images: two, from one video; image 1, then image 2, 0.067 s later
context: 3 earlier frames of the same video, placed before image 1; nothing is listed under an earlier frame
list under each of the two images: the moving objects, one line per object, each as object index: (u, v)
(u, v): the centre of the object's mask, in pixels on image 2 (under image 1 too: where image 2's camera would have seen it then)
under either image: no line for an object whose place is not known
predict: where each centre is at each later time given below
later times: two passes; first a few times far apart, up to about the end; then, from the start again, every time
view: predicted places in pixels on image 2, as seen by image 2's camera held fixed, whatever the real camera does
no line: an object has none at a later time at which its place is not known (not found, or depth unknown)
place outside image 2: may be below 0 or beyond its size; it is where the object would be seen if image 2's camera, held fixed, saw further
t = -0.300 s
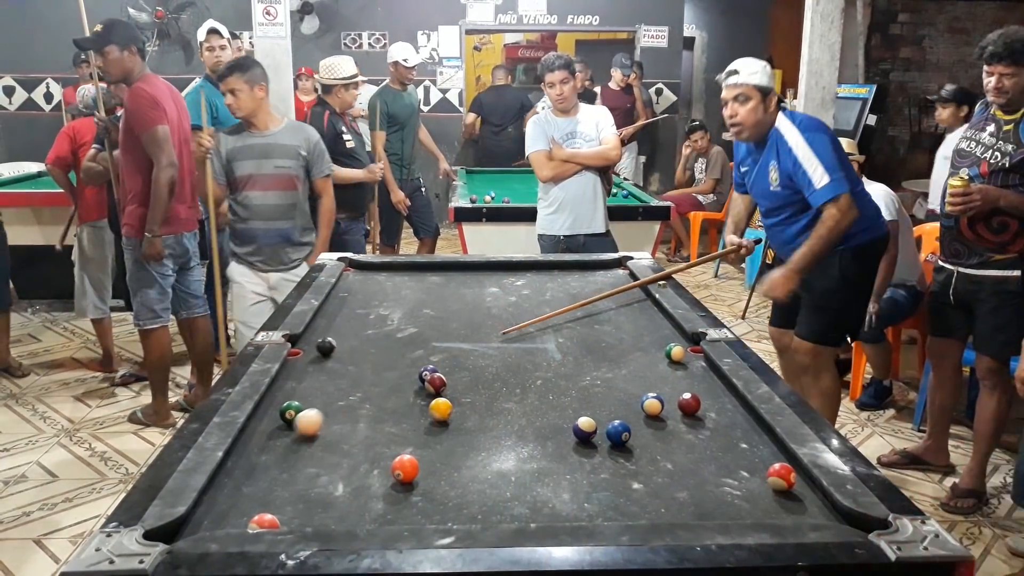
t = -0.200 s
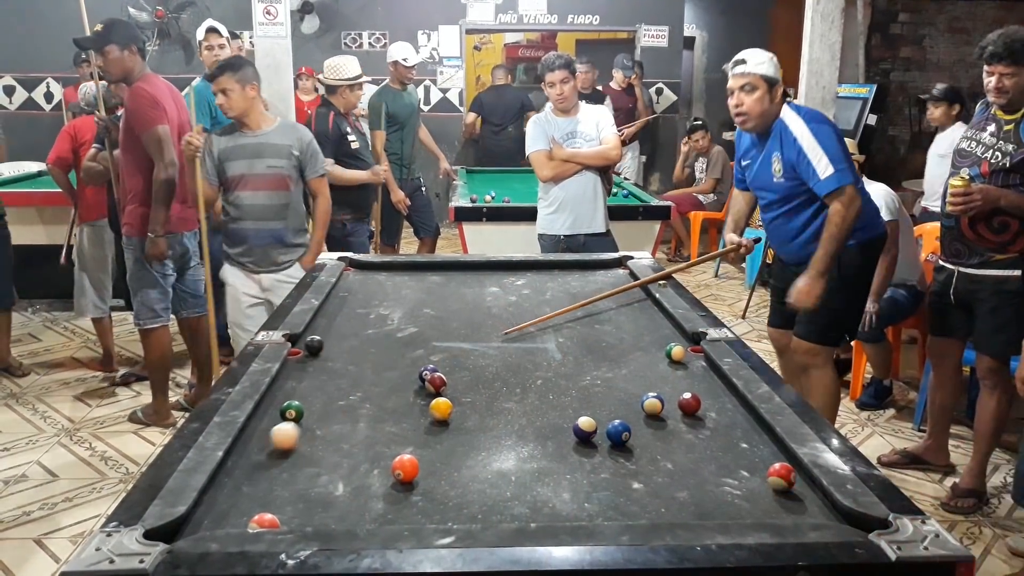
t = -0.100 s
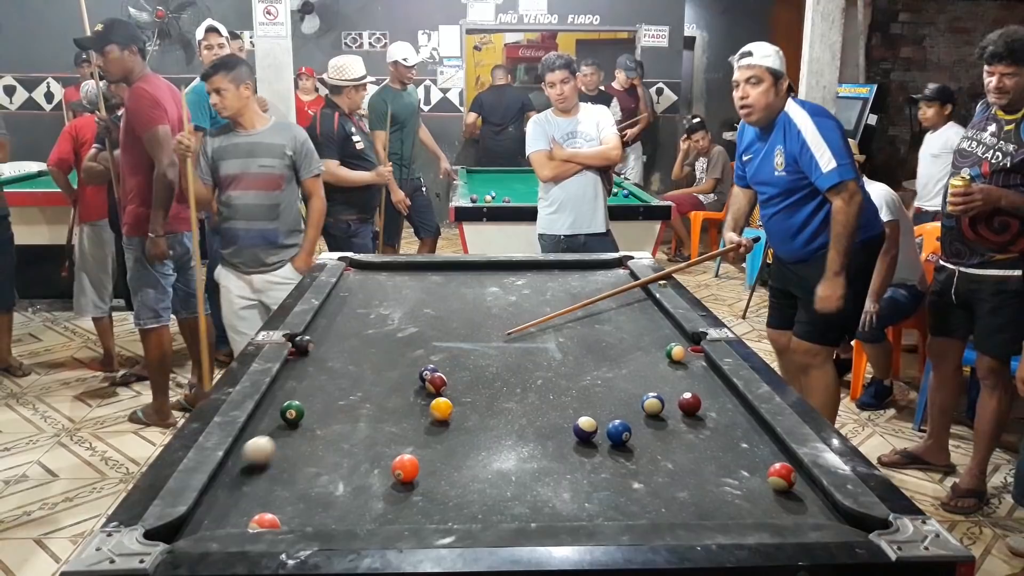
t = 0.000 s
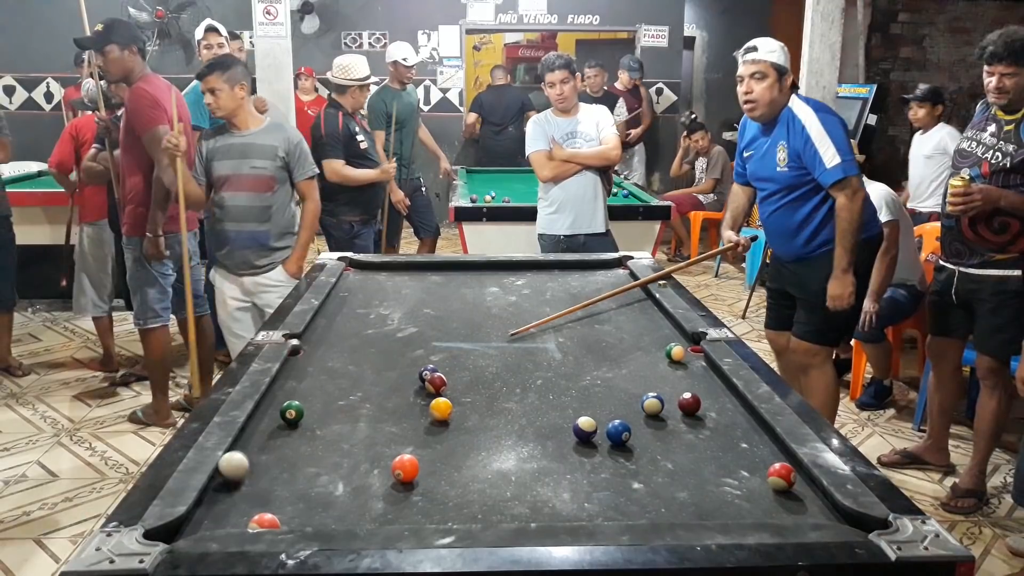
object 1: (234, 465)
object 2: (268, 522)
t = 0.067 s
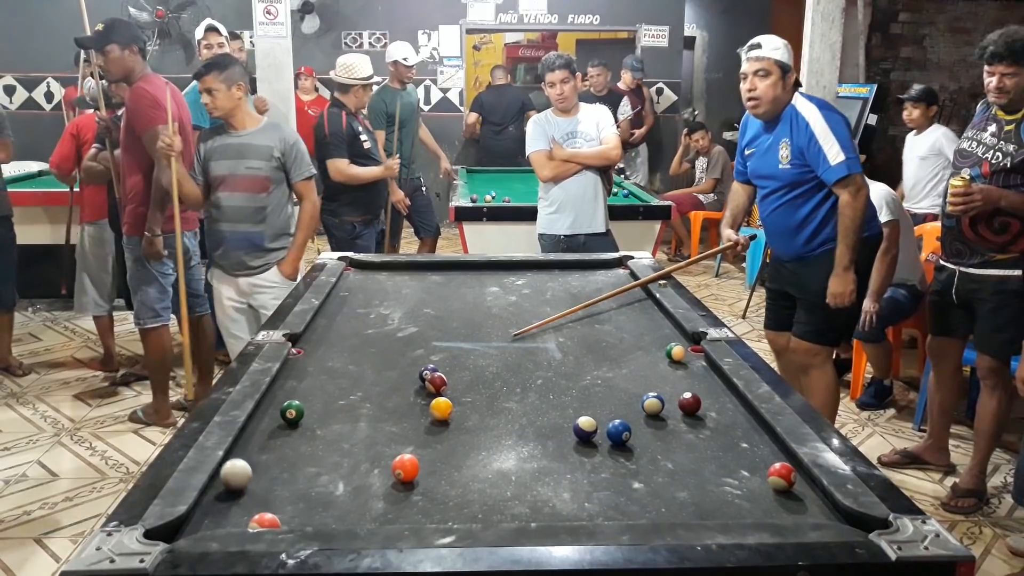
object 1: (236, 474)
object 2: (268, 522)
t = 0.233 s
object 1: (242, 495)
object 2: (268, 521)
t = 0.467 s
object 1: (242, 517)
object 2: (277, 520)
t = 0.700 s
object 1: (240, 519)
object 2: (293, 513)
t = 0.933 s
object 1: (247, 514)
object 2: (309, 505)
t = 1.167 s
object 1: (252, 511)
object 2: (322, 496)
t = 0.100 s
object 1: (237, 478)
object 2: (268, 522)
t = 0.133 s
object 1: (239, 483)
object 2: (268, 522)
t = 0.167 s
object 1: (240, 487)
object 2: (268, 522)
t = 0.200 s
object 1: (241, 491)
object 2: (268, 522)
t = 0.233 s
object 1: (242, 495)
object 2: (268, 521)
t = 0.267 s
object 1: (243, 500)
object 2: (268, 522)
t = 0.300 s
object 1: (244, 505)
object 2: (268, 522)
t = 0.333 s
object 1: (244, 507)
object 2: (268, 522)
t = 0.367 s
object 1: (245, 510)
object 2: (268, 522)
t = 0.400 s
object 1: (244, 513)
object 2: (270, 522)
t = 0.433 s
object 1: (243, 515)
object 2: (275, 521)
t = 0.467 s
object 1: (242, 517)
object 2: (277, 520)
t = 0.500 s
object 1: (240, 518)
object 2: (280, 520)
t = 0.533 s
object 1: (237, 520)
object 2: (279, 518)
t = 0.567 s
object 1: (236, 521)
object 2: (281, 518)
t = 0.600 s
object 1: (236, 521)
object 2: (284, 516)
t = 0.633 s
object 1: (237, 520)
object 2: (287, 515)
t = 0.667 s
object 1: (238, 519)
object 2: (290, 514)
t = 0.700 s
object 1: (240, 519)
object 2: (293, 513)
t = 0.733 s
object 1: (241, 518)
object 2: (295, 512)
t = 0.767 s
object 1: (242, 517)
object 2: (297, 511)
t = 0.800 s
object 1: (243, 517)
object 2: (300, 509)
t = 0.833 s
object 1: (244, 516)
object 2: (302, 508)
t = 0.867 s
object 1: (245, 515)
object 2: (304, 507)
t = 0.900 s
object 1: (246, 515)
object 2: (307, 506)
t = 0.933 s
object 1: (247, 514)
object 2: (309, 505)
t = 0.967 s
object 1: (248, 514)
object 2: (311, 503)
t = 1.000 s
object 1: (249, 513)
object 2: (313, 502)
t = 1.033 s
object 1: (250, 513)
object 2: (314, 501)
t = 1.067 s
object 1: (250, 512)
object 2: (316, 500)
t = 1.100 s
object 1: (251, 512)
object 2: (318, 499)
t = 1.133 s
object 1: (252, 512)
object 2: (320, 497)
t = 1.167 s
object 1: (252, 511)
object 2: (322, 496)
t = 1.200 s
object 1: (253, 511)
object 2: (323, 496)
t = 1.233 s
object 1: (254, 510)
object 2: (324, 495)
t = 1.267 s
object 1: (254, 510)
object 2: (326, 494)
